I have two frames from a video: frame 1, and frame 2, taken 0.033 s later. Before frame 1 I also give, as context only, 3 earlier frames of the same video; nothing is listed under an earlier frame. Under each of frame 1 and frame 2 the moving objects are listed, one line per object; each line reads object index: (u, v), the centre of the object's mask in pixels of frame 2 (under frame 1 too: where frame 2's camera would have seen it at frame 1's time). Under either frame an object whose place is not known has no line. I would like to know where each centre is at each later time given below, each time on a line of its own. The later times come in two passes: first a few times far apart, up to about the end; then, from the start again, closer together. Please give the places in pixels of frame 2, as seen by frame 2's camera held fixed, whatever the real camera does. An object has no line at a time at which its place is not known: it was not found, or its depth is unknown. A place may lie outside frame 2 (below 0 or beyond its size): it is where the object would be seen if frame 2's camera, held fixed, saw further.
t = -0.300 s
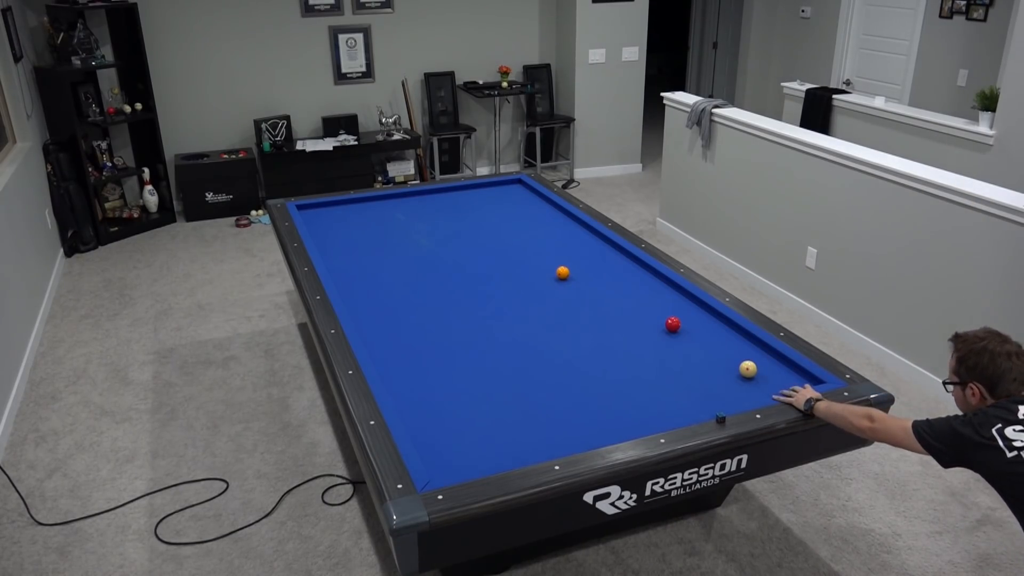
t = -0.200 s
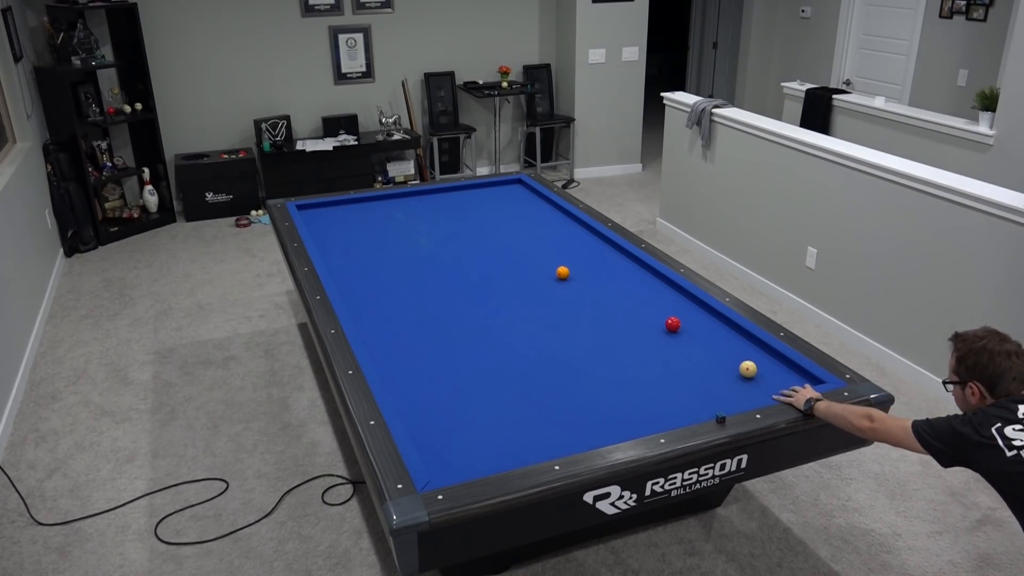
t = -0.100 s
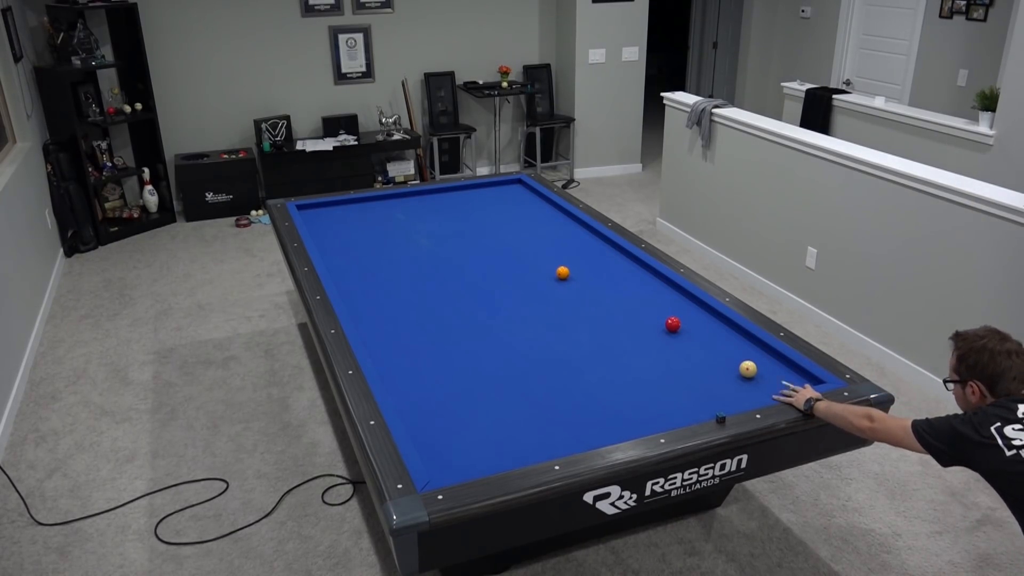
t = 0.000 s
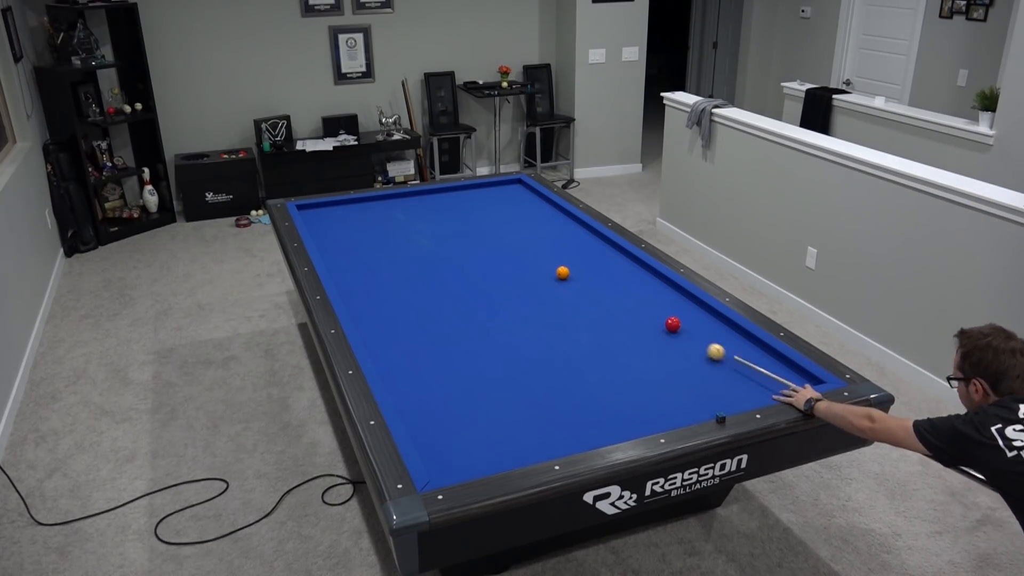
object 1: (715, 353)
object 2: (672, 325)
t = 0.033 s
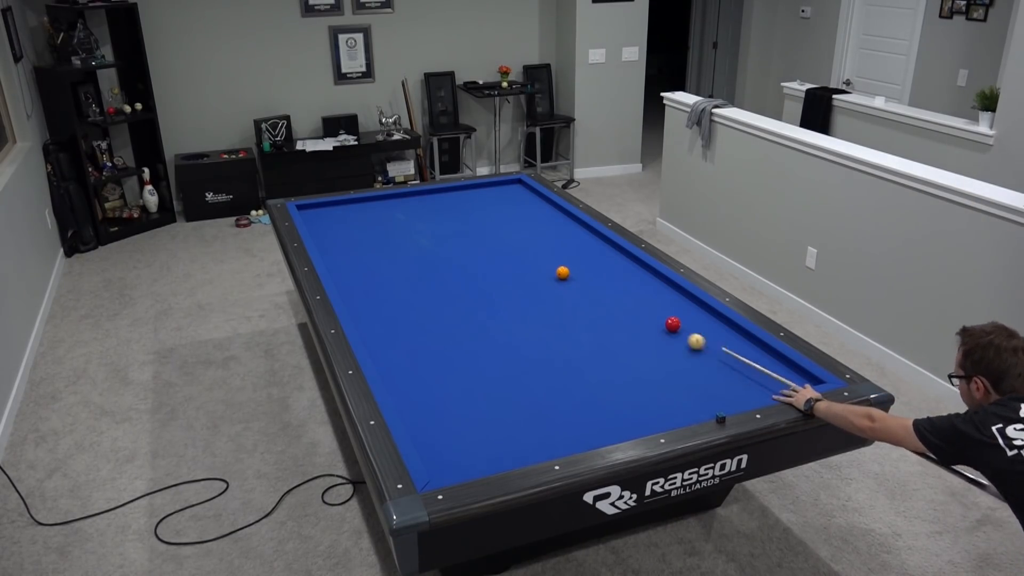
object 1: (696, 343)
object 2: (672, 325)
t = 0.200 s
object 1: (628, 330)
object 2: (657, 295)
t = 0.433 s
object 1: (553, 322)
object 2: (627, 260)
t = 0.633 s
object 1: (493, 314)
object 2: (589, 243)
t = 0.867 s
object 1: (427, 306)
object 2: (550, 226)
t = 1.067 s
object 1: (374, 299)
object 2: (520, 213)
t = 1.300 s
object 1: (359, 282)
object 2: (489, 199)
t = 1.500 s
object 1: (373, 265)
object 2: (465, 188)
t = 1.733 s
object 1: (388, 247)
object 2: (460, 197)
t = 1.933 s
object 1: (399, 233)
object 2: (456, 206)
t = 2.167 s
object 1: (410, 218)
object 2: (452, 217)
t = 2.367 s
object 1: (419, 207)
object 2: (448, 227)
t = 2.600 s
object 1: (428, 195)
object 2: (442, 239)
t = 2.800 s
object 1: (446, 193)
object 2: (438, 250)
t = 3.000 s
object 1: (470, 195)
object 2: (433, 262)
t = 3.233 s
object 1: (498, 198)
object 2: (426, 276)
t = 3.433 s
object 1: (522, 200)
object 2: (420, 290)
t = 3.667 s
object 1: (549, 203)
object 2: (413, 306)
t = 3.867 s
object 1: (545, 209)
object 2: (406, 322)
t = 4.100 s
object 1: (540, 217)
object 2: (398, 341)
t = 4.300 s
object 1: (536, 223)
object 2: (390, 359)
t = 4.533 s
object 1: (531, 231)
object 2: (392, 378)
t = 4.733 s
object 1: (526, 238)
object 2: (409, 390)
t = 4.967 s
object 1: (521, 246)
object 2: (429, 405)
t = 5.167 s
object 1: (516, 254)
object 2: (446, 419)
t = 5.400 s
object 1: (511, 263)
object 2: (468, 436)
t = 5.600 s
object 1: (506, 271)
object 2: (488, 450)
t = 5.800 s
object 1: (501, 279)
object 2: (502, 454)
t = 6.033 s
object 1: (495, 289)
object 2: (505, 441)
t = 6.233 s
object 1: (490, 297)
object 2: (508, 430)
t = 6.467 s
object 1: (483, 307)
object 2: (511, 418)
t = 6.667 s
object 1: (478, 316)
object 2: (513, 408)
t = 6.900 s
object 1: (472, 327)
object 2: (516, 398)
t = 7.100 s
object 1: (466, 336)
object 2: (518, 389)
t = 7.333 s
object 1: (459, 348)
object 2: (520, 380)
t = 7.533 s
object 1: (453, 358)
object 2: (522, 373)
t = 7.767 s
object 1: (446, 370)
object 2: (524, 365)
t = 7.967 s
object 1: (440, 381)
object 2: (526, 359)
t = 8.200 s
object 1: (432, 393)
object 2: (527, 353)
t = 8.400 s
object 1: (426, 404)
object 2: (529, 347)
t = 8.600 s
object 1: (419, 416)
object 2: (530, 342)
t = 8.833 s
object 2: (532, 337)
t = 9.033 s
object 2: (533, 332)
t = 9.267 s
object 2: (535, 327)
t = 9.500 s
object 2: (537, 324)
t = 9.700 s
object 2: (537, 320)
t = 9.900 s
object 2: (538, 317)
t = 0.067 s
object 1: (678, 333)
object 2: (671, 323)
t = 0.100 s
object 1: (664, 332)
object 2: (669, 317)
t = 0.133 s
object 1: (652, 332)
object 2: (665, 309)
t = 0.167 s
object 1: (640, 331)
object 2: (661, 302)
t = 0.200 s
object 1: (628, 330)
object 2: (657, 295)
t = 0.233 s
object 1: (617, 329)
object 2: (654, 289)
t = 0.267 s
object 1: (606, 328)
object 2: (651, 283)
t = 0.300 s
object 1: (595, 327)
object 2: (648, 277)
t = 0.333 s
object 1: (584, 326)
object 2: (645, 271)
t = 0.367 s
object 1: (574, 325)
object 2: (642, 266)
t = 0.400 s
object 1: (563, 323)
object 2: (635, 263)
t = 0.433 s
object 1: (553, 322)
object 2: (627, 260)
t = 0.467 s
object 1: (543, 321)
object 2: (620, 257)
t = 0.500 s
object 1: (533, 319)
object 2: (613, 254)
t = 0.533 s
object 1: (523, 318)
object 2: (607, 251)
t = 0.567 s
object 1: (513, 317)
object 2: (601, 248)
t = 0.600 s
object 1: (503, 315)
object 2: (595, 246)
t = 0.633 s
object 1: (493, 314)
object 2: (589, 243)
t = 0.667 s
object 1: (483, 313)
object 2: (583, 240)
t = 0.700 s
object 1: (474, 311)
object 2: (577, 238)
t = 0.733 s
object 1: (465, 310)
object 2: (572, 235)
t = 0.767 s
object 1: (455, 309)
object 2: (566, 233)
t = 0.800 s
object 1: (446, 308)
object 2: (560, 231)
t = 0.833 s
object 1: (436, 307)
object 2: (555, 228)
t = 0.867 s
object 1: (427, 306)
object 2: (550, 226)
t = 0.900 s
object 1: (418, 304)
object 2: (545, 224)
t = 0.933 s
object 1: (409, 303)
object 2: (540, 221)
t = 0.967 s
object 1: (400, 302)
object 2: (535, 219)
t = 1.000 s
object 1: (391, 301)
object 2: (530, 217)
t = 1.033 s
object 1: (383, 300)
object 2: (525, 215)
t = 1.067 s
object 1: (374, 299)
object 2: (520, 213)
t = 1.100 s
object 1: (365, 298)
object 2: (516, 211)
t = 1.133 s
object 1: (357, 297)
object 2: (511, 209)
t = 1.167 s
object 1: (348, 296)
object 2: (507, 207)
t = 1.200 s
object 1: (347, 293)
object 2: (502, 205)
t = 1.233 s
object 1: (352, 289)
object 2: (498, 203)
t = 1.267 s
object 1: (355, 286)
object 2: (493, 201)
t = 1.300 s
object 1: (359, 282)
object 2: (489, 199)
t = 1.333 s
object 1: (362, 279)
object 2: (485, 198)
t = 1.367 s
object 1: (364, 276)
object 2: (481, 195)
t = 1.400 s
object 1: (367, 273)
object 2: (477, 194)
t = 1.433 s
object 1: (369, 270)
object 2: (473, 192)
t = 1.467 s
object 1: (371, 268)
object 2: (469, 190)
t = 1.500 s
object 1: (373, 265)
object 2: (465, 188)
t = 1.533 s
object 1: (376, 262)
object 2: (462, 188)
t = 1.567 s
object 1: (378, 259)
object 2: (462, 189)
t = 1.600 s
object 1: (380, 257)
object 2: (462, 191)
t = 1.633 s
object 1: (382, 254)
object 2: (462, 193)
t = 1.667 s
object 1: (384, 252)
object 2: (461, 195)
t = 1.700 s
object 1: (386, 249)
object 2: (461, 196)
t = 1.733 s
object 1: (388, 247)
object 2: (460, 197)
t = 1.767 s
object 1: (390, 244)
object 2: (460, 199)
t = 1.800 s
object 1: (392, 242)
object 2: (459, 200)
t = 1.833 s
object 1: (393, 240)
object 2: (458, 202)
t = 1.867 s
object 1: (395, 237)
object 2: (458, 203)
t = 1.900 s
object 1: (397, 235)
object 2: (457, 205)
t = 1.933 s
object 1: (399, 233)
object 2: (456, 206)
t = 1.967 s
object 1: (400, 231)
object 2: (456, 208)
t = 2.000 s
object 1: (402, 228)
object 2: (455, 209)
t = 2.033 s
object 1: (404, 226)
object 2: (455, 211)
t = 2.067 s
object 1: (405, 224)
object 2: (454, 212)
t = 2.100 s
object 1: (407, 222)
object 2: (453, 214)
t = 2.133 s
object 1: (408, 220)
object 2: (453, 215)
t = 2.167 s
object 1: (410, 218)
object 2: (452, 217)
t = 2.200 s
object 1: (412, 216)
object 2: (451, 218)
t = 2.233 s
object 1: (413, 214)
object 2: (450, 220)
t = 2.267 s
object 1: (415, 213)
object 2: (450, 222)
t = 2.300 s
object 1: (416, 211)
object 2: (449, 224)
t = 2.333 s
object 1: (417, 209)
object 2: (448, 225)
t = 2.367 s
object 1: (419, 207)
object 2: (448, 227)
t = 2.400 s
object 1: (420, 205)
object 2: (447, 229)
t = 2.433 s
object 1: (422, 203)
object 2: (446, 230)
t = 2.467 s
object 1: (423, 202)
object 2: (445, 232)
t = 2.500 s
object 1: (424, 200)
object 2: (445, 234)
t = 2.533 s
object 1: (426, 198)
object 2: (444, 236)
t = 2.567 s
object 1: (427, 196)
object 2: (443, 237)
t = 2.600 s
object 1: (428, 195)
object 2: (442, 239)
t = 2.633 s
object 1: (430, 193)
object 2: (442, 241)
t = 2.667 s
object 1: (431, 192)
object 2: (441, 243)
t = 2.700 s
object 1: (434, 191)
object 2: (440, 244)
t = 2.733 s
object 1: (438, 192)
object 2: (439, 246)
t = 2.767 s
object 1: (442, 192)
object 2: (438, 248)
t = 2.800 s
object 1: (446, 193)
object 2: (438, 250)
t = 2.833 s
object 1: (450, 193)
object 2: (437, 252)
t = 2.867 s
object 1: (454, 194)
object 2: (436, 254)
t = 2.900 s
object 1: (458, 194)
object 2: (435, 256)
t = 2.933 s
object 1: (462, 194)
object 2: (434, 258)
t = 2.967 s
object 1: (466, 195)
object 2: (433, 260)
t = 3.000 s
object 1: (470, 195)
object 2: (433, 262)
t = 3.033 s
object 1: (474, 195)
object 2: (432, 264)
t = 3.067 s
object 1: (478, 196)
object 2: (431, 266)
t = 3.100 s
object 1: (482, 196)
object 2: (430, 268)
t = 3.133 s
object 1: (486, 197)
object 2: (429, 270)
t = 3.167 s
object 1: (490, 197)
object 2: (428, 272)
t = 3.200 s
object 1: (494, 197)
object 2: (427, 274)
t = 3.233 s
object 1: (498, 198)
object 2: (426, 276)
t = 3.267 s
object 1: (502, 198)
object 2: (425, 279)
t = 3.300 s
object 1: (506, 199)
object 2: (424, 281)
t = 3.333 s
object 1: (510, 199)
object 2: (423, 283)
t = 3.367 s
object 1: (514, 199)
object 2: (422, 285)
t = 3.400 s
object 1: (518, 200)
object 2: (421, 287)
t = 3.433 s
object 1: (522, 200)
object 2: (420, 290)
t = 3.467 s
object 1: (526, 201)
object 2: (419, 292)
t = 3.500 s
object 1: (530, 201)
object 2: (418, 294)
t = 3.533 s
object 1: (534, 201)
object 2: (417, 297)
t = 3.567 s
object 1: (538, 202)
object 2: (416, 299)
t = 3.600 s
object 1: (542, 202)
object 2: (415, 301)
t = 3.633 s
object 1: (547, 202)
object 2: (414, 304)
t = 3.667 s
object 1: (549, 203)
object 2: (413, 306)
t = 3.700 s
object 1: (548, 204)
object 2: (412, 309)
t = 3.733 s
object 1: (547, 205)
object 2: (411, 311)
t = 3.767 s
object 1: (547, 206)
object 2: (410, 314)
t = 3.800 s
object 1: (546, 207)
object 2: (409, 316)
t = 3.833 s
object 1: (545, 208)
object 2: (407, 319)
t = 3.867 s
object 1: (545, 209)
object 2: (406, 322)
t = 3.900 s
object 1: (544, 210)
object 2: (405, 324)
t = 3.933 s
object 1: (543, 211)
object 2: (404, 327)
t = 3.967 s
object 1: (543, 212)
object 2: (403, 330)
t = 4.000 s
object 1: (542, 213)
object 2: (402, 333)
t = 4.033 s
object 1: (541, 214)
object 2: (400, 335)
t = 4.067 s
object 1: (541, 216)
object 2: (399, 338)
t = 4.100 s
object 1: (540, 217)
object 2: (398, 341)
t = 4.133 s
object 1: (539, 218)
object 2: (397, 344)
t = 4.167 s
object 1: (539, 219)
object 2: (396, 347)
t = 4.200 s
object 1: (538, 220)
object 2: (394, 350)
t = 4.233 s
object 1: (537, 221)
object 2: (393, 353)
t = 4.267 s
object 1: (536, 222)
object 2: (392, 356)
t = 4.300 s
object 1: (536, 223)
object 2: (390, 359)
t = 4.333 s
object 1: (535, 224)
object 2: (389, 362)
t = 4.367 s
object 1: (534, 226)
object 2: (388, 365)
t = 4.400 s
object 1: (534, 227)
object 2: (386, 368)
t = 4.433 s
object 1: (533, 228)
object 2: (385, 371)
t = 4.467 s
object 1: (532, 229)
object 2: (387, 374)
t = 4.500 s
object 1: (531, 230)
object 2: (390, 376)
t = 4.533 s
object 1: (531, 231)
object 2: (392, 378)
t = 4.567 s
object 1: (530, 233)
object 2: (395, 380)
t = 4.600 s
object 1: (529, 234)
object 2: (398, 382)
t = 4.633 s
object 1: (528, 235)
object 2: (400, 384)
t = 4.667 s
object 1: (528, 236)
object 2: (403, 386)
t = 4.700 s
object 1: (527, 237)
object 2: (406, 388)
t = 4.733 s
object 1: (526, 238)
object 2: (409, 390)
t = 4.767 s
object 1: (525, 239)
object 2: (411, 392)
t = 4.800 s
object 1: (525, 241)
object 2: (414, 394)
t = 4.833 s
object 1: (524, 242)
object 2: (417, 397)
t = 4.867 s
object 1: (523, 243)
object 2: (420, 399)
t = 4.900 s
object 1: (522, 244)
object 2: (423, 401)
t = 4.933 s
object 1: (522, 245)
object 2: (426, 403)
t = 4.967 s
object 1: (521, 246)
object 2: (429, 405)
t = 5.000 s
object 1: (520, 248)
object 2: (432, 408)
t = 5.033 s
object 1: (519, 249)
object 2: (435, 410)
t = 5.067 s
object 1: (519, 250)
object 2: (437, 412)
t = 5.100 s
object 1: (518, 251)
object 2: (440, 414)
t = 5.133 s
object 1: (517, 253)
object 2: (444, 417)
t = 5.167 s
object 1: (516, 254)
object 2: (446, 419)
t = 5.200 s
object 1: (515, 255)
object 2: (449, 421)
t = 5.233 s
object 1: (515, 256)
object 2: (453, 424)
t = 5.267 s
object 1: (514, 258)
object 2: (456, 426)
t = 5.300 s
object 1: (513, 259)
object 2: (459, 428)
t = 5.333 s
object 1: (512, 260)
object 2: (462, 431)
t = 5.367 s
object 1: (511, 261)
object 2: (465, 433)
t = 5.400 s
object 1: (511, 263)
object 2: (468, 436)
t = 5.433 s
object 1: (510, 264)
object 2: (471, 438)
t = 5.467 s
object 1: (509, 265)
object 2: (475, 440)
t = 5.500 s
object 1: (508, 267)
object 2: (478, 443)
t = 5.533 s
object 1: (507, 268)
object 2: (481, 445)
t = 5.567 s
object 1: (506, 269)
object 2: (484, 448)
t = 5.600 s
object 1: (506, 271)
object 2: (488, 450)
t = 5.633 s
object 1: (505, 272)
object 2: (491, 453)
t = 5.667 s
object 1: (504, 273)
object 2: (494, 455)
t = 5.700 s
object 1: (503, 275)
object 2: (498, 456)
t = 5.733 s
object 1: (503, 276)
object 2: (501, 457)
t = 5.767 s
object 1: (502, 277)
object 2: (501, 456)
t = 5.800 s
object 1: (501, 279)
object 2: (502, 454)
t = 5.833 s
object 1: (500, 280)
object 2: (502, 453)
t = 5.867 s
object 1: (499, 282)
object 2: (503, 452)
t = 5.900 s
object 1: (498, 283)
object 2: (503, 450)
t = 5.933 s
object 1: (497, 284)
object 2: (504, 448)
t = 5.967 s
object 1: (497, 286)
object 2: (504, 445)
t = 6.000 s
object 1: (496, 287)
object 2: (505, 443)
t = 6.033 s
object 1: (495, 289)
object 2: (505, 441)
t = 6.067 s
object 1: (494, 290)
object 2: (506, 440)
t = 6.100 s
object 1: (493, 291)
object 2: (506, 437)
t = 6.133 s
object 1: (492, 293)
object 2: (507, 435)
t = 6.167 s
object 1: (491, 294)
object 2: (507, 434)
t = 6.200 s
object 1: (491, 296)
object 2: (507, 432)
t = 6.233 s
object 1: (490, 297)
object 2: (508, 430)
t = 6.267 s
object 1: (489, 298)
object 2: (508, 428)
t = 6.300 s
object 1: (488, 300)
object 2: (509, 426)
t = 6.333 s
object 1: (487, 301)
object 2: (509, 425)
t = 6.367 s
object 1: (486, 303)
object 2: (509, 423)
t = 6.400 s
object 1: (485, 304)
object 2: (510, 421)
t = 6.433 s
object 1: (484, 306)
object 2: (510, 419)
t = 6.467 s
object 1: (483, 307)
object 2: (511, 418)
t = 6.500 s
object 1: (483, 309)
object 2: (511, 416)
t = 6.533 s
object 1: (482, 310)
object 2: (511, 414)
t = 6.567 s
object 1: (481, 312)
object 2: (512, 413)
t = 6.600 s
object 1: (480, 313)
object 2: (512, 411)
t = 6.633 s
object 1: (479, 315)
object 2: (513, 409)
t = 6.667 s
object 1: (478, 316)
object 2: (513, 408)
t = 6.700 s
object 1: (477, 318)
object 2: (513, 407)
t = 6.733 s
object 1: (476, 319)
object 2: (514, 405)
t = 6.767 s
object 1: (475, 321)
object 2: (514, 403)
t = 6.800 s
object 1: (474, 322)
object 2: (514, 402)
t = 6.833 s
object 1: (473, 324)
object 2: (515, 400)
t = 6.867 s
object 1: (473, 325)
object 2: (515, 399)
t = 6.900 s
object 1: (472, 327)
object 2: (516, 398)
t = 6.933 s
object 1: (471, 329)
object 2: (516, 396)
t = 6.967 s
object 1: (470, 330)
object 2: (516, 395)
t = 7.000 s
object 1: (469, 332)
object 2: (517, 394)
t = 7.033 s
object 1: (468, 333)
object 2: (517, 392)
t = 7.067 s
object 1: (467, 335)
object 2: (517, 391)
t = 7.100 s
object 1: (466, 336)
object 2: (518, 389)
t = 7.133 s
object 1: (465, 338)
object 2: (518, 388)
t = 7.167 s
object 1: (464, 340)
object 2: (519, 387)
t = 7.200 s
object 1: (463, 341)
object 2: (519, 385)
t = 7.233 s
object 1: (462, 343)
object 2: (519, 384)
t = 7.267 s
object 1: (461, 345)
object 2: (520, 383)
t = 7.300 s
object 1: (460, 346)
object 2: (520, 381)
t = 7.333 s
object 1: (459, 348)
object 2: (520, 380)
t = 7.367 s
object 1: (458, 350)
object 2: (520, 379)
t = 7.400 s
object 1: (457, 351)
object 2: (521, 378)
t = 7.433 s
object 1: (456, 353)
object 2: (521, 377)
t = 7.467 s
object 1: (455, 355)
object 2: (522, 375)
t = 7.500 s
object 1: (454, 356)
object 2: (522, 374)
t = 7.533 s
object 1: (453, 358)
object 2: (522, 373)
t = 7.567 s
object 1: (452, 360)
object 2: (522, 372)
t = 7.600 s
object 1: (451, 361)
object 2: (523, 371)
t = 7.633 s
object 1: (450, 363)
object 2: (523, 369)
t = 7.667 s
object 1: (449, 365)
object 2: (523, 369)
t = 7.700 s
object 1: (448, 367)
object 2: (523, 367)
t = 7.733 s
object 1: (447, 368)
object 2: (524, 367)
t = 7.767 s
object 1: (446, 370)
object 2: (524, 365)
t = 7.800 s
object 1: (445, 372)
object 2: (524, 364)
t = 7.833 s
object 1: (444, 374)
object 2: (525, 363)
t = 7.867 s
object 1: (443, 375)
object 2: (525, 362)
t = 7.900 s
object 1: (442, 377)
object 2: (525, 361)
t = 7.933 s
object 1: (441, 379)
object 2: (526, 360)
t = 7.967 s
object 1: (440, 381)
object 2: (526, 359)
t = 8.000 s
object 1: (439, 382)
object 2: (526, 358)
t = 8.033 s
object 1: (437, 384)
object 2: (526, 357)
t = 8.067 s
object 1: (436, 386)
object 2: (527, 356)
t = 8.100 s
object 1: (435, 388)
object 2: (527, 355)
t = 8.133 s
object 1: (434, 390)
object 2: (527, 354)
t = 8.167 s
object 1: (433, 391)
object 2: (527, 353)
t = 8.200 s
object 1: (432, 393)
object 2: (527, 353)
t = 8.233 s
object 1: (431, 395)
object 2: (528, 352)
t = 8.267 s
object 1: (430, 397)
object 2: (528, 351)
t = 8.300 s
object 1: (429, 399)
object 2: (528, 350)
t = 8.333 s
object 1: (428, 401)
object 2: (529, 349)
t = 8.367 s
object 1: (427, 402)
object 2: (529, 348)
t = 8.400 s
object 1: (426, 404)
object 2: (529, 347)
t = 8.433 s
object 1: (425, 406)
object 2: (529, 346)
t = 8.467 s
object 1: (424, 408)
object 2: (529, 345)
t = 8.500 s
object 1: (422, 410)
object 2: (530, 344)
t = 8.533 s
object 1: (421, 412)
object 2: (530, 344)
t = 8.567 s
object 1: (420, 414)
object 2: (530, 343)
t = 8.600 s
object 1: (419, 416)
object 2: (530, 342)
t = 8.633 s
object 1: (418, 418)
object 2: (531, 341)
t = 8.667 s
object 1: (417, 420)
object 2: (531, 340)
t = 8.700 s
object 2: (531, 340)
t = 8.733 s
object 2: (531, 339)
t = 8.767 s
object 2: (531, 338)
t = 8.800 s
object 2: (532, 338)
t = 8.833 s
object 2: (532, 337)
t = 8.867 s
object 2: (532, 336)
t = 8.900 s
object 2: (532, 335)
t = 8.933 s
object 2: (533, 334)
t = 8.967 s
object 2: (533, 334)
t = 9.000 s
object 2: (533, 333)
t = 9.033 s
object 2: (533, 332)
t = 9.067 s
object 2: (533, 332)
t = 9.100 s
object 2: (534, 331)
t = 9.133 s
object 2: (534, 330)
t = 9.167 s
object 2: (534, 330)
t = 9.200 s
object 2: (534, 329)
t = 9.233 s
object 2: (538, 326)
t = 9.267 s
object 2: (535, 327)
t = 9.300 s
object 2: (534, 326)
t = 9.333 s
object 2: (530, 325)
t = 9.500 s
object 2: (537, 324)
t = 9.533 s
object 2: (536, 323)
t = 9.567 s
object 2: (537, 322)
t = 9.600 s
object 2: (537, 322)
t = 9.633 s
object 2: (537, 321)
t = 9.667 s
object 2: (537, 321)
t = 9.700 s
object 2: (537, 320)
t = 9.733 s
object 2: (537, 320)
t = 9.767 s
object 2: (538, 319)
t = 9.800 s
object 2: (538, 319)
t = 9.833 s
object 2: (538, 318)
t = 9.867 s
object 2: (538, 318)
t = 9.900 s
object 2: (538, 317)
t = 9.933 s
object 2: (539, 317)
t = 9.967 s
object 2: (539, 316)
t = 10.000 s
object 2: (539, 316)
